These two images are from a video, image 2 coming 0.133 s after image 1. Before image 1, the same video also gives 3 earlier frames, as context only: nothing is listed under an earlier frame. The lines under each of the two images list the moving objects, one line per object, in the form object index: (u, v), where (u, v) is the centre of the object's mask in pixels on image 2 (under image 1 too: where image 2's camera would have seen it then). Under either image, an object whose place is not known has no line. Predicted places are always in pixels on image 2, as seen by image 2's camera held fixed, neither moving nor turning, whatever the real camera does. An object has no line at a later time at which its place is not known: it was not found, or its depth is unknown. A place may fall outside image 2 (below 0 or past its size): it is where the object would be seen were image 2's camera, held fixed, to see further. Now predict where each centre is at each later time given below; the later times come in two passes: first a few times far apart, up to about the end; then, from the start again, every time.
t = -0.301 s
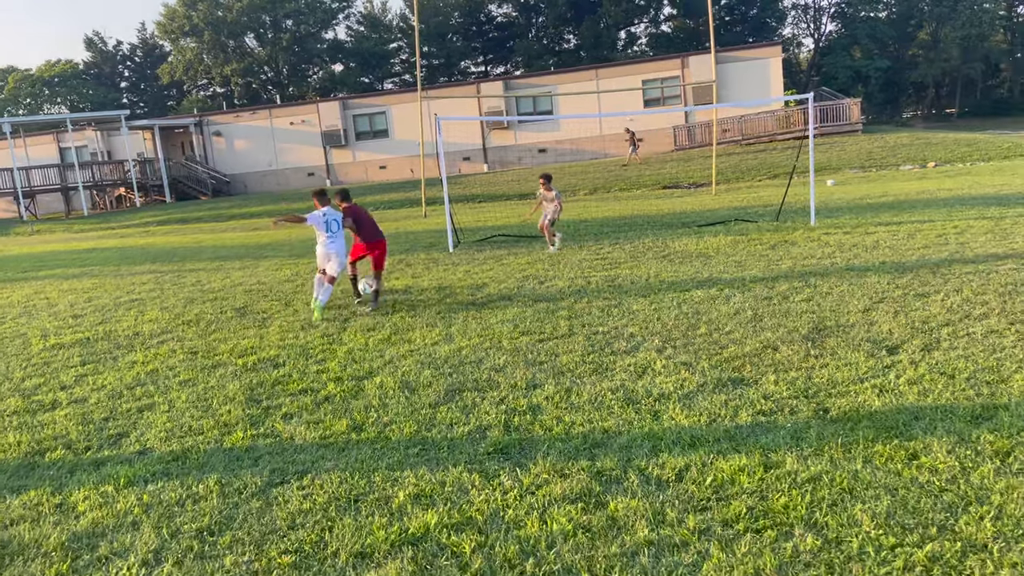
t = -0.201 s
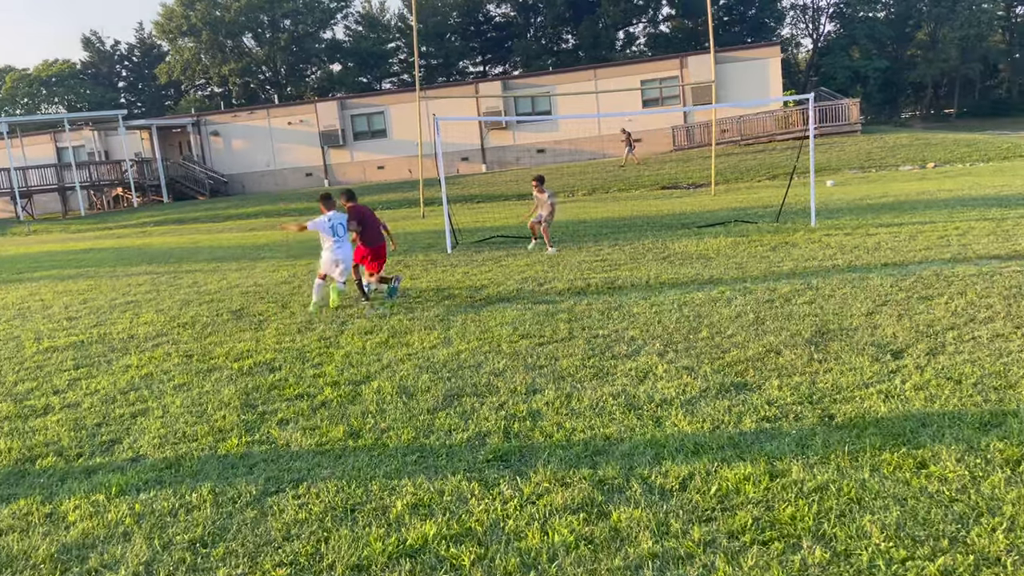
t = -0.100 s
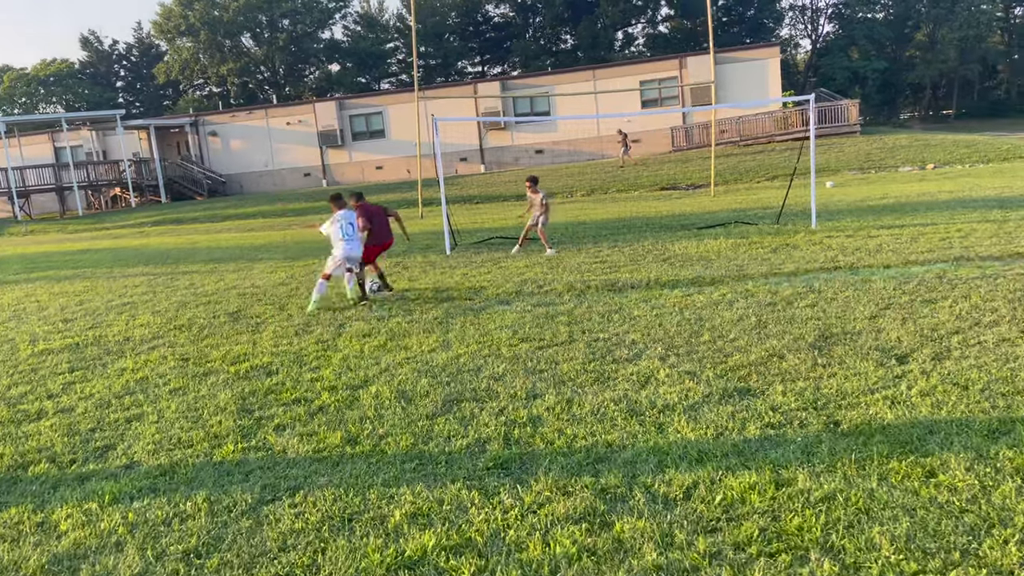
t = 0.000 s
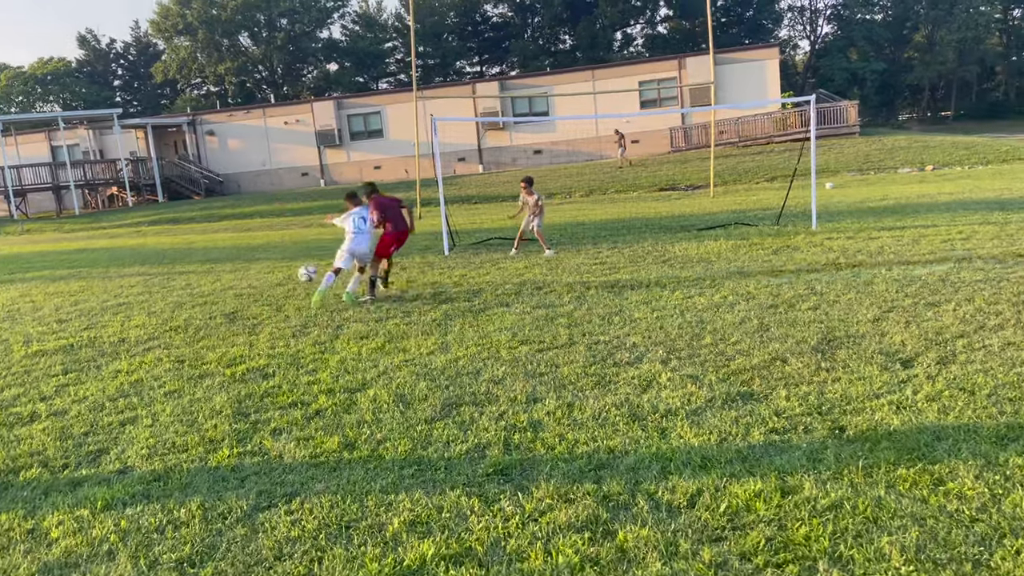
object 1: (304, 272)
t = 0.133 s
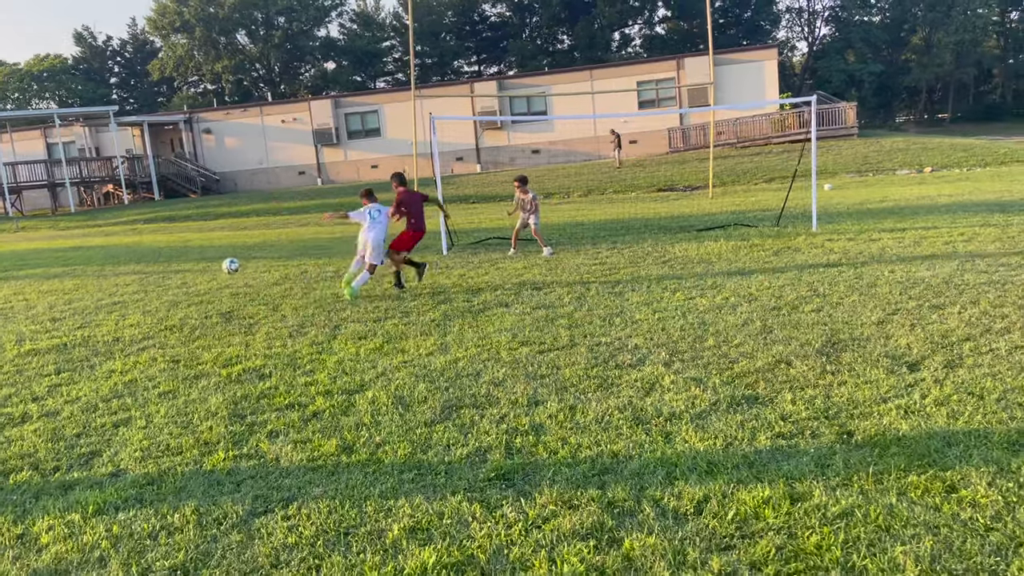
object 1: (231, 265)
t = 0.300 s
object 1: (155, 274)
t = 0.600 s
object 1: (96, 262)
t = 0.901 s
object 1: (58, 262)
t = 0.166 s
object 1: (213, 267)
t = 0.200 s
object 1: (198, 268)
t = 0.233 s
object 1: (183, 270)
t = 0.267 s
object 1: (169, 273)
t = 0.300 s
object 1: (155, 274)
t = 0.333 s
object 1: (147, 271)
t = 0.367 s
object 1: (139, 268)
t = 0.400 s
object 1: (133, 265)
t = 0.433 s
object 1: (126, 263)
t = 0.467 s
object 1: (119, 261)
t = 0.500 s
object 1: (113, 261)
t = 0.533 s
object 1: (107, 260)
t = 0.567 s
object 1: (101, 261)
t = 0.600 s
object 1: (96, 262)
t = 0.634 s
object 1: (91, 265)
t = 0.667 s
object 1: (87, 267)
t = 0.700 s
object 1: (83, 267)
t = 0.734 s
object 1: (77, 265)
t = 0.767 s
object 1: (73, 263)
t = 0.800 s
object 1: (69, 261)
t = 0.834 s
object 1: (65, 261)
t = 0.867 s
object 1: (61, 261)
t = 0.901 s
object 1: (58, 262)
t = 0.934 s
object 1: (56, 262)
